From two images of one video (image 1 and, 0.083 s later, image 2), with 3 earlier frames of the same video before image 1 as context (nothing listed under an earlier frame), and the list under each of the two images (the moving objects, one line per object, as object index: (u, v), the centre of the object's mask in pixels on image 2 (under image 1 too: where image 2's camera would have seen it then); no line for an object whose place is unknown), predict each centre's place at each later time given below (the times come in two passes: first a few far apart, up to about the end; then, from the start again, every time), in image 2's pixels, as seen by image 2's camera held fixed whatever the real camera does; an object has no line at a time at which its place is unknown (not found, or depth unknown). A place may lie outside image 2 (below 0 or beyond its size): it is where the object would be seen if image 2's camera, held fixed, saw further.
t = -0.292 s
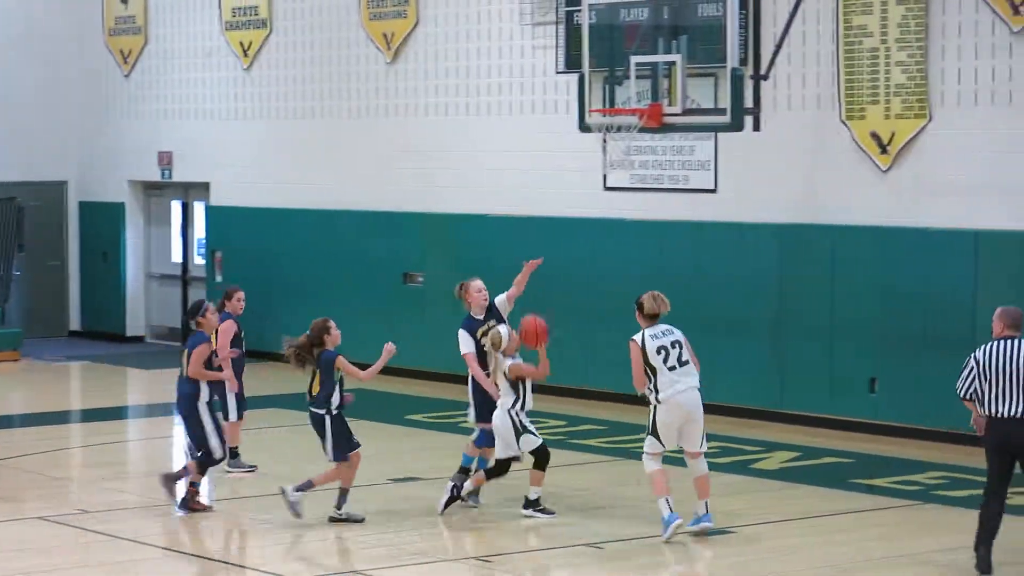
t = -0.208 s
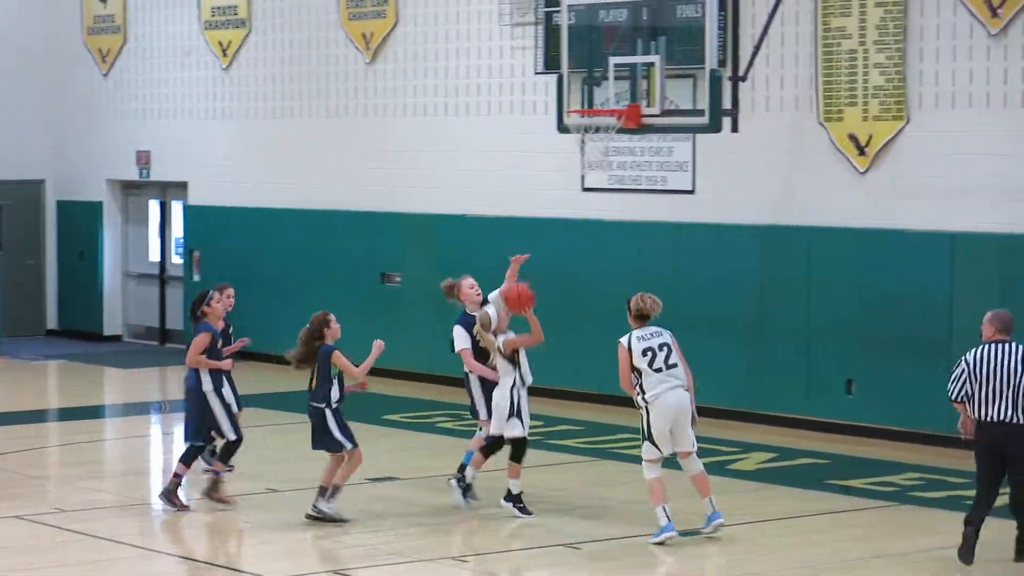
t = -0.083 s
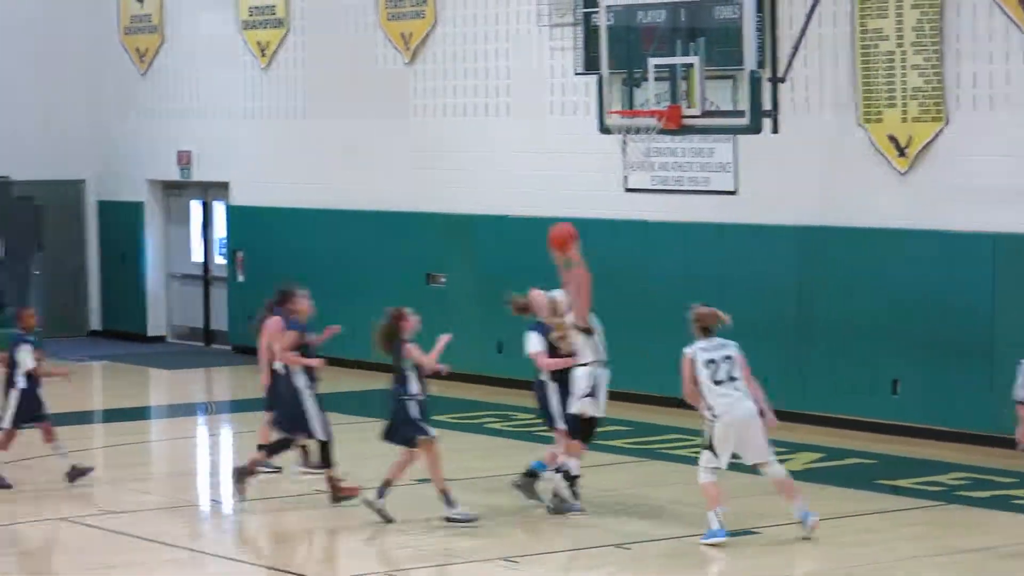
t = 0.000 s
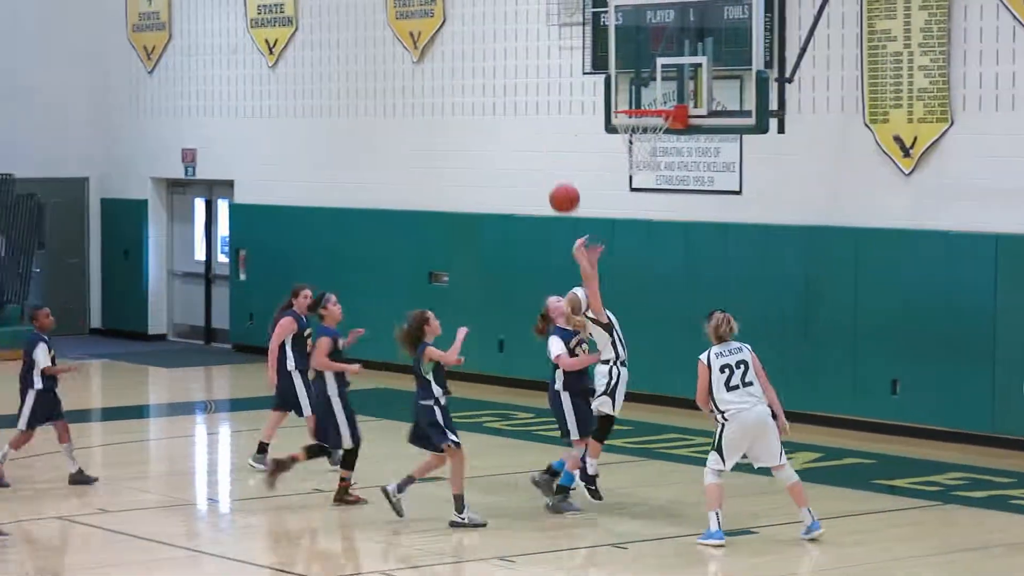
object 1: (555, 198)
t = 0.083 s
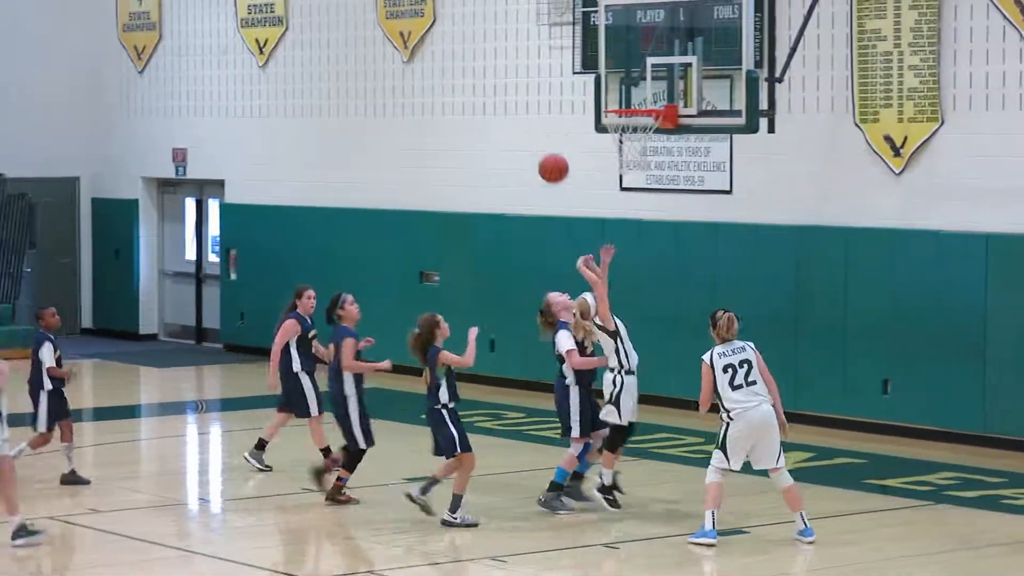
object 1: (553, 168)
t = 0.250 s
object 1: (550, 136)
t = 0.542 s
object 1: (545, 164)
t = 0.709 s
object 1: (542, 224)
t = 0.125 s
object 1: (552, 157)
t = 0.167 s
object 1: (552, 148)
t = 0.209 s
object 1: (551, 141)
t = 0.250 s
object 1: (550, 136)
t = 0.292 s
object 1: (550, 134)
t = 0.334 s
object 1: (549, 134)
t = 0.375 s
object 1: (548, 136)
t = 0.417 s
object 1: (548, 139)
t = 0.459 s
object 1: (547, 146)
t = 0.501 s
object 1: (546, 154)
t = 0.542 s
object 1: (545, 164)
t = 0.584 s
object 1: (545, 176)
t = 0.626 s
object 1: (544, 190)
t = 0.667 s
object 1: (543, 206)
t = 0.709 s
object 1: (542, 224)
